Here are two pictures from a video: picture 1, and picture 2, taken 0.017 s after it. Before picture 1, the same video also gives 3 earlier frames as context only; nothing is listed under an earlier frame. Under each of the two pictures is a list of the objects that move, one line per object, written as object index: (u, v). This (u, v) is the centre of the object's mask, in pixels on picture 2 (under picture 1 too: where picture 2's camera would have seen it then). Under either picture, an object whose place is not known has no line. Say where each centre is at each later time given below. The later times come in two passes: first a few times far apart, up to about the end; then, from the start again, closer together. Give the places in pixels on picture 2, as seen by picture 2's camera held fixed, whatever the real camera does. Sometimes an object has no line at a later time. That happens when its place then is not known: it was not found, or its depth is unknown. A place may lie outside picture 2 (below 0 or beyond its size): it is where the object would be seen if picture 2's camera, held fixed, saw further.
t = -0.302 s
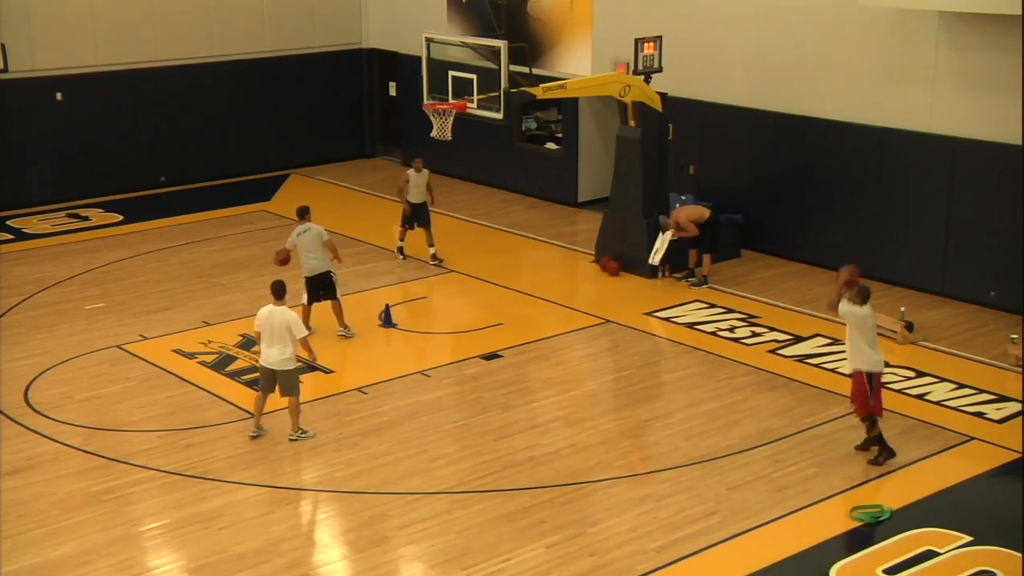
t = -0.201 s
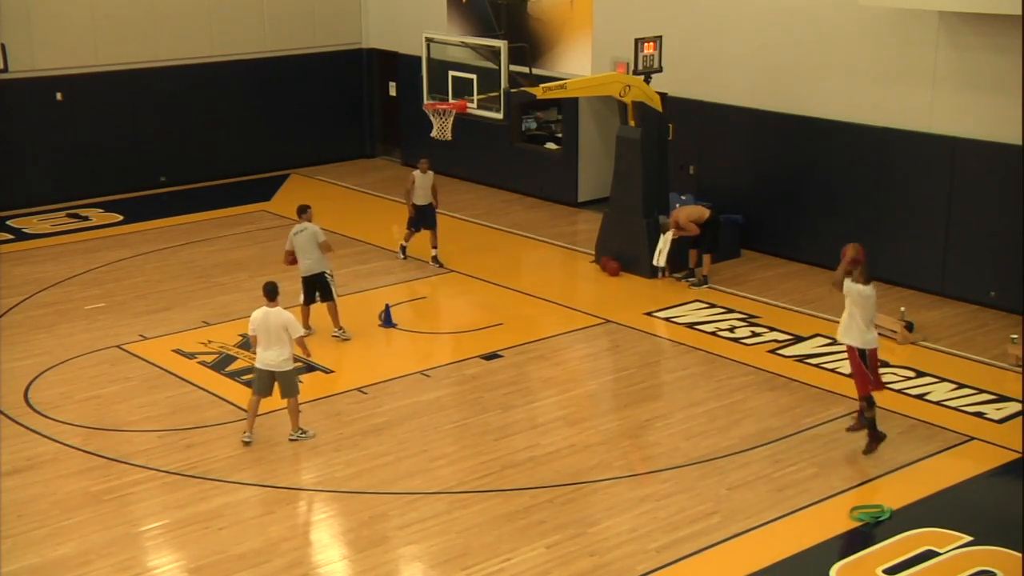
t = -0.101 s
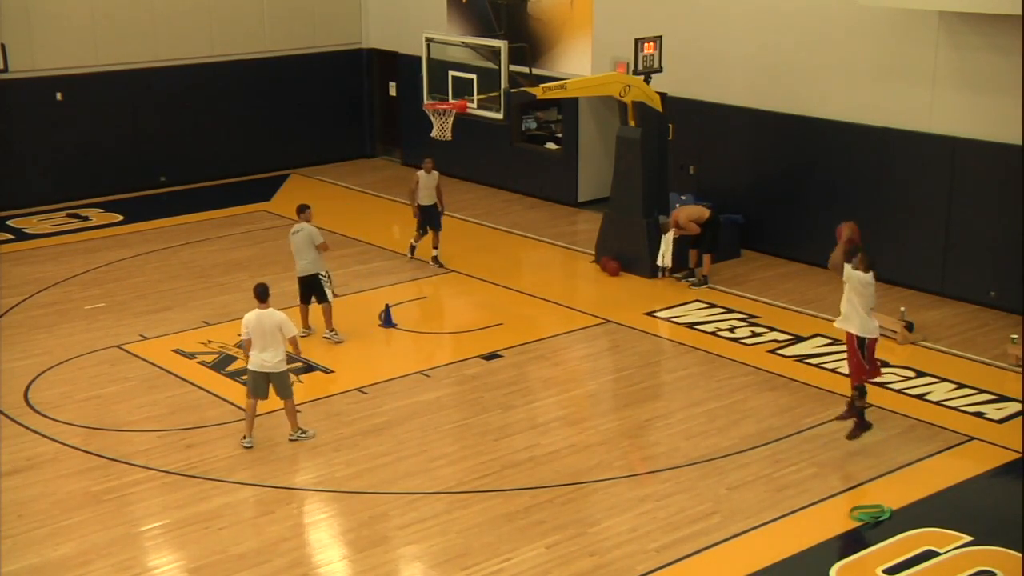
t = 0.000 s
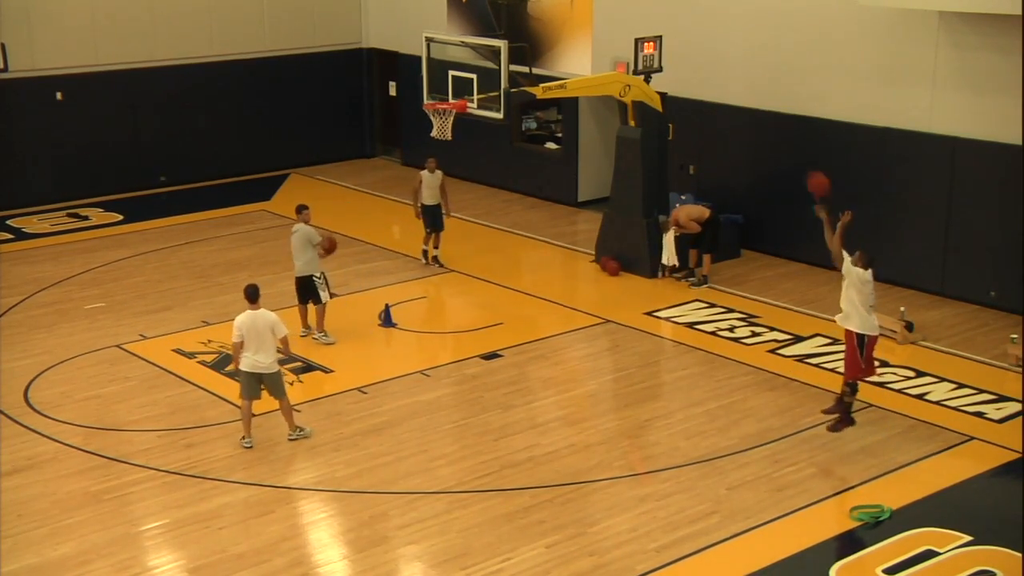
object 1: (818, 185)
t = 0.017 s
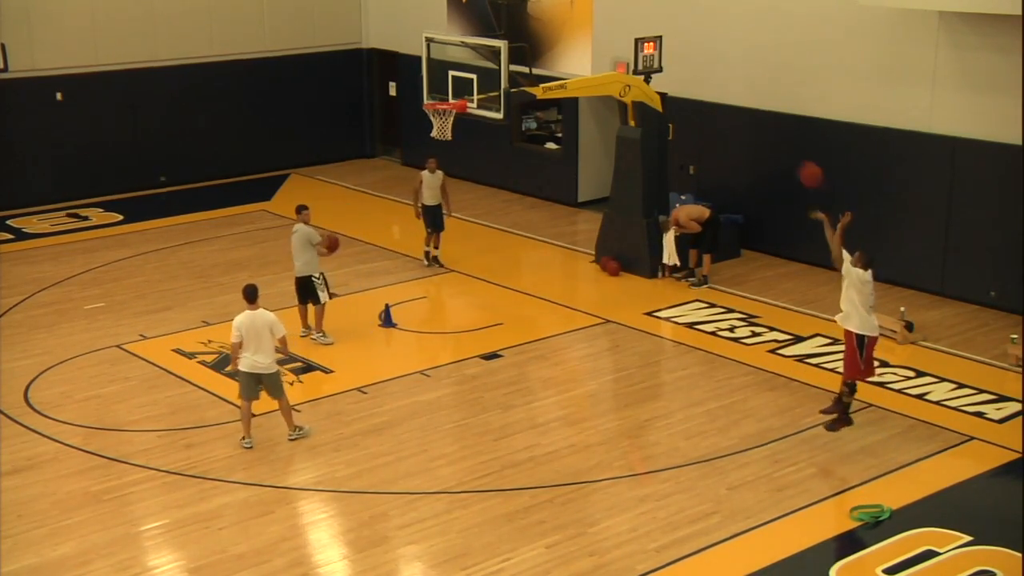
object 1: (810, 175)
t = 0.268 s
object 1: (706, 67)
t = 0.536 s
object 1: (609, 20)
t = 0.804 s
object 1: (524, 31)
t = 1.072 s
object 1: (454, 88)
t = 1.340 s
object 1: (424, 145)
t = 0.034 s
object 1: (803, 166)
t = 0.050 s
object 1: (796, 157)
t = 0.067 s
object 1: (789, 149)
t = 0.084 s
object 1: (782, 140)
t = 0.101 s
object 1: (775, 132)
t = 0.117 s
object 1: (768, 125)
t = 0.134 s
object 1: (761, 118)
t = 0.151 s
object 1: (754, 111)
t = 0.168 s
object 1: (747, 103)
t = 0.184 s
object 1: (740, 96)
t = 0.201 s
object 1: (733, 90)
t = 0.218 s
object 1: (726, 84)
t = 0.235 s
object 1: (720, 78)
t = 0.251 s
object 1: (713, 73)
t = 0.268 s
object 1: (706, 67)
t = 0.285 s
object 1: (700, 62)
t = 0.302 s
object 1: (693, 58)
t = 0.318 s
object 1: (687, 53)
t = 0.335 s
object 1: (681, 49)
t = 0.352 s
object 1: (674, 46)
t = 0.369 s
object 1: (669, 42)
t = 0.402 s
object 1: (656, 35)
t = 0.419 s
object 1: (650, 32)
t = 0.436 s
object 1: (644, 29)
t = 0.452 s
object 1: (638, 27)
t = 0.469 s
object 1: (632, 26)
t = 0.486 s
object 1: (626, 24)
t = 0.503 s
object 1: (620, 22)
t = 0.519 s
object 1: (614, 21)
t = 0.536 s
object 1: (609, 20)
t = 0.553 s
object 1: (603, 19)
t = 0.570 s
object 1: (598, 18)
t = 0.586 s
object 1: (592, 18)
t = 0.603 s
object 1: (586, 17)
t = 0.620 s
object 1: (581, 17)
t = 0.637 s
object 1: (576, 18)
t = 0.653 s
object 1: (571, 18)
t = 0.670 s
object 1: (566, 19)
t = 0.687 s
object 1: (560, 20)
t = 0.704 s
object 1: (555, 20)
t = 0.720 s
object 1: (550, 22)
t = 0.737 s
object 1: (545, 23)
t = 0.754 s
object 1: (539, 25)
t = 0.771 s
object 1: (534, 27)
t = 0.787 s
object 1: (529, 28)
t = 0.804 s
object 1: (524, 31)
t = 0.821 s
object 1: (520, 33)
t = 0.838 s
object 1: (516, 35)
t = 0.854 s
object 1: (511, 37)
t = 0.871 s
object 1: (507, 41)
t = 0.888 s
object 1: (501, 45)
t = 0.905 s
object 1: (497, 48)
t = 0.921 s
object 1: (492, 51)
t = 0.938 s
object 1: (488, 54)
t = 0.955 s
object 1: (483, 58)
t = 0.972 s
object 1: (479, 61)
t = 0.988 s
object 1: (474, 66)
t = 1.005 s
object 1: (470, 70)
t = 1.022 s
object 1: (466, 74)
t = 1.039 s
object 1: (461, 81)
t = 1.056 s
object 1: (457, 84)
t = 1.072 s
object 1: (454, 88)
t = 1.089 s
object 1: (447, 93)
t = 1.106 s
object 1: (444, 98)
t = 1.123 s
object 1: (442, 100)
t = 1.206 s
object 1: (432, 122)
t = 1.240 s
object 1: (428, 126)
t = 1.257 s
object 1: (427, 129)
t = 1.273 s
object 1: (427, 132)
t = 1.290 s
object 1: (426, 135)
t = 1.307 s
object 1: (425, 138)
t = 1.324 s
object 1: (424, 142)
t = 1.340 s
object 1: (424, 145)
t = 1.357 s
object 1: (423, 149)
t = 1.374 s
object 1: (422, 153)
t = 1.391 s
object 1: (421, 157)
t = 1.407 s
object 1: (420, 161)
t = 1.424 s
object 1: (419, 165)
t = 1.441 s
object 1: (418, 170)
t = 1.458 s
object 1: (418, 175)
